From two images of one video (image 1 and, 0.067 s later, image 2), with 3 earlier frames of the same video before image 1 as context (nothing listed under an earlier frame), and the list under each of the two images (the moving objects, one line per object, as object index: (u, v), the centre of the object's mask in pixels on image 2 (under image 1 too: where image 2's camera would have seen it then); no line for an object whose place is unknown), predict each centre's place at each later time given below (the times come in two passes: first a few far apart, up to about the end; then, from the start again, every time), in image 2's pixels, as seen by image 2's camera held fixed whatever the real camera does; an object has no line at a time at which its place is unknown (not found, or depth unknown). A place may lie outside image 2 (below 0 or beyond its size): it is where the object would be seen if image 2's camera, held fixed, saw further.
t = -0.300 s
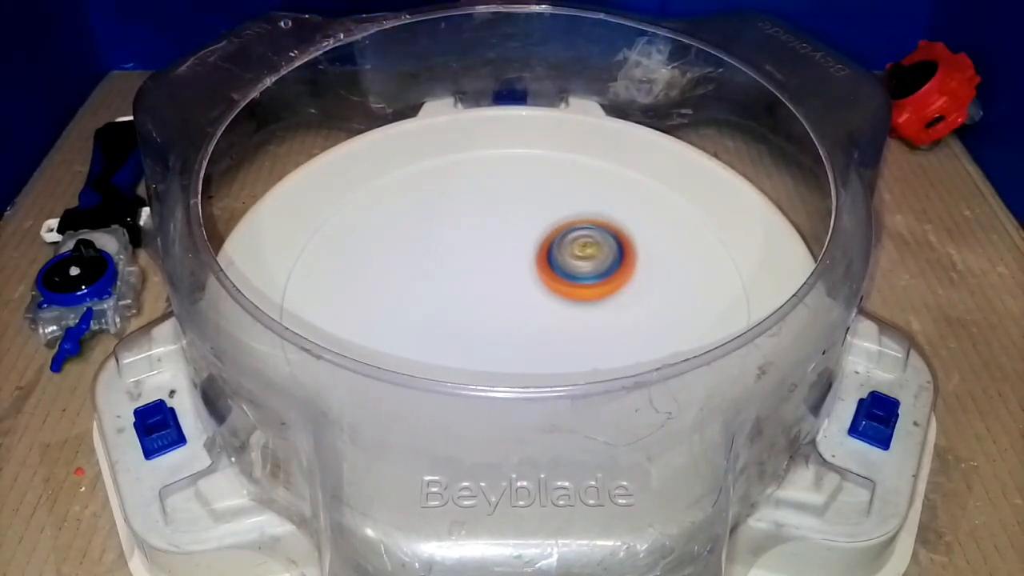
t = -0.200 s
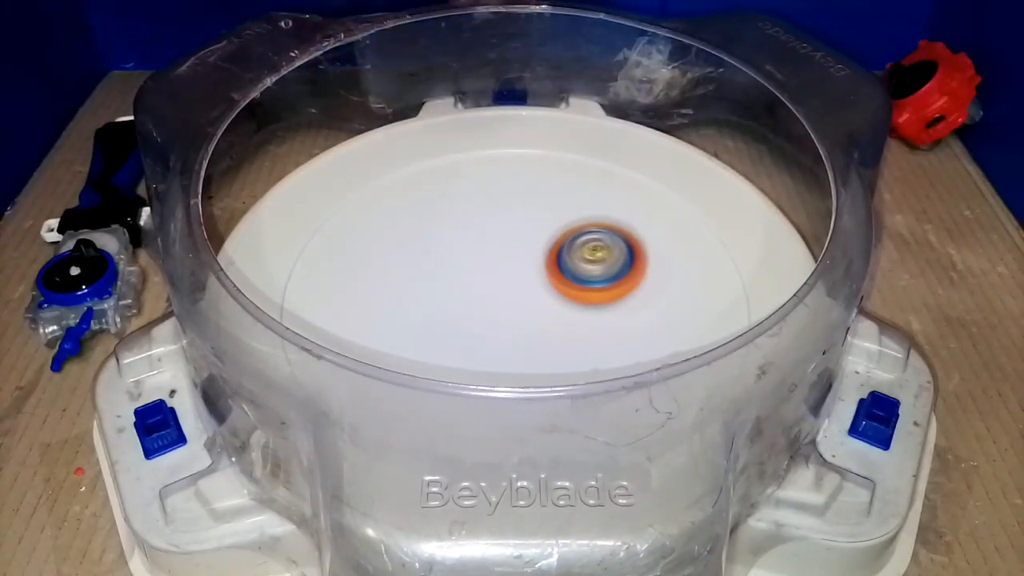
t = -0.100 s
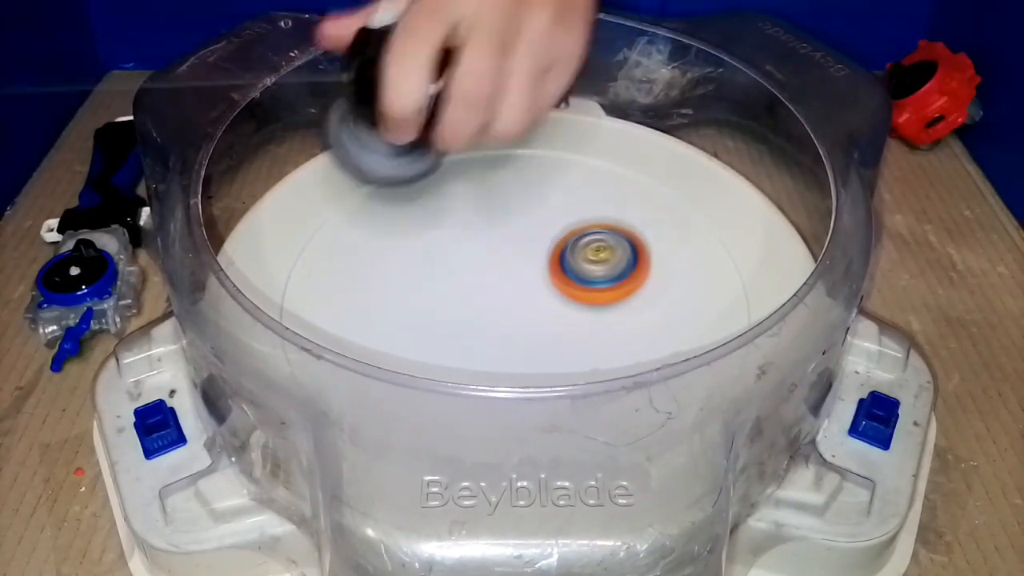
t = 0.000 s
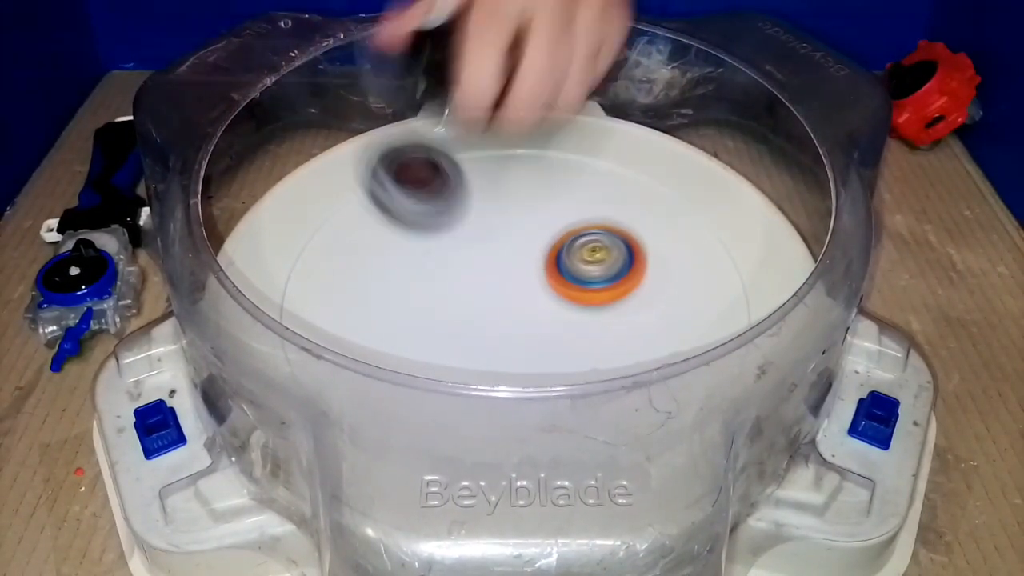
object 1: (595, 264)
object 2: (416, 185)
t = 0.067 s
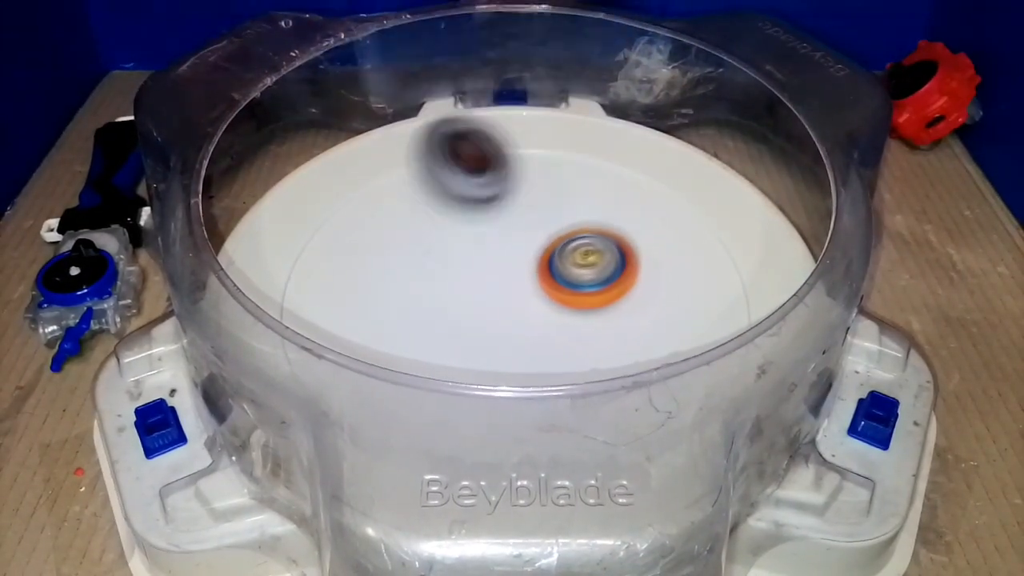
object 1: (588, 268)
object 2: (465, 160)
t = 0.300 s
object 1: (581, 310)
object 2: (626, 206)
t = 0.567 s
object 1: (574, 353)
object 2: (655, 260)
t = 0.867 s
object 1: (639, 362)
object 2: (494, 252)
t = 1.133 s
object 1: (571, 301)
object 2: (477, 249)
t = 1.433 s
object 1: (580, 369)
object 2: (498, 137)
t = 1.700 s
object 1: (608, 345)
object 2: (461, 206)
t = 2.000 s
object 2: (533, 186)
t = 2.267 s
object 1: (608, 391)
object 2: (518, 189)
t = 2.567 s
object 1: (392, 435)
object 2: (578, 146)
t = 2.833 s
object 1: (464, 433)
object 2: (535, 194)
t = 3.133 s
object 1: (464, 349)
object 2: (602, 253)
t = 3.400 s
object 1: (404, 336)
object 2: (666, 184)
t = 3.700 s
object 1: (401, 330)
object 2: (536, 226)
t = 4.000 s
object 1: (310, 320)
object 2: (715, 308)
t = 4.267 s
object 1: (413, 312)
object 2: (741, 253)
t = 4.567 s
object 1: (453, 242)
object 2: (557, 279)
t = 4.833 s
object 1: (446, 204)
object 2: (436, 393)
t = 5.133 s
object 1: (449, 216)
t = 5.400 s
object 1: (508, 239)
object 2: (586, 297)
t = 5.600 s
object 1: (439, 153)
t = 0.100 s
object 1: (583, 271)
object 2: (494, 163)
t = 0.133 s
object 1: (581, 275)
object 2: (521, 179)
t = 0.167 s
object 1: (578, 281)
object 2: (545, 178)
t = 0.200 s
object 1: (577, 288)
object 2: (568, 185)
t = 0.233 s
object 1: (577, 295)
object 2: (591, 189)
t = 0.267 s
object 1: (578, 303)
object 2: (610, 195)
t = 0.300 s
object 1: (581, 310)
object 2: (626, 206)
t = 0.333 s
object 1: (585, 315)
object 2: (638, 211)
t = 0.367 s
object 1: (589, 320)
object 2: (648, 228)
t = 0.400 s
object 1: (594, 324)
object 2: (651, 234)
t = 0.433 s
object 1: (594, 329)
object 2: (655, 249)
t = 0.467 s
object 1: (585, 340)
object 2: (662, 253)
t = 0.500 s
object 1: (579, 346)
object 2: (664, 255)
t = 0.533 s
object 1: (576, 352)
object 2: (662, 258)
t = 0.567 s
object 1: (574, 353)
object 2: (655, 260)
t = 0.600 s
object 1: (574, 357)
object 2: (644, 261)
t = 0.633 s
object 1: (578, 359)
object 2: (629, 263)
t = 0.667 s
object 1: (581, 360)
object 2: (612, 264)
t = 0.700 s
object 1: (588, 360)
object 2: (592, 264)
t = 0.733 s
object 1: (595, 359)
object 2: (572, 262)
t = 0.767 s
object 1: (602, 358)
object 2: (551, 261)
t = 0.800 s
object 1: (612, 356)
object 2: (531, 257)
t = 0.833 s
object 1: (630, 368)
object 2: (512, 255)
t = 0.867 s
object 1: (639, 362)
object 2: (494, 252)
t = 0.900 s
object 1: (641, 345)
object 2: (477, 253)
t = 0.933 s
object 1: (646, 339)
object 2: (465, 250)
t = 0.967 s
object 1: (648, 334)
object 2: (457, 248)
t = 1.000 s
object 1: (643, 326)
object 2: (451, 247)
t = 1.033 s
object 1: (630, 316)
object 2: (450, 246)
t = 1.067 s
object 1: (613, 309)
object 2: (455, 247)
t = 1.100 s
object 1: (593, 303)
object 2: (464, 248)
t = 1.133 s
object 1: (571, 301)
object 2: (477, 249)
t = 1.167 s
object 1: (564, 318)
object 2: (482, 233)
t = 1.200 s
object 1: (560, 339)
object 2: (485, 213)
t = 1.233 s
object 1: (557, 348)
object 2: (491, 196)
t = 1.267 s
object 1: (556, 355)
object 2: (497, 179)
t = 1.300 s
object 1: (558, 361)
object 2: (501, 167)
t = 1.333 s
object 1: (561, 365)
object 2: (504, 156)
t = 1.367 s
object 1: (566, 367)
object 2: (504, 148)
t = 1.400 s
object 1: (572, 368)
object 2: (502, 141)
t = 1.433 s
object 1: (580, 369)
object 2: (498, 137)
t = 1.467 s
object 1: (589, 367)
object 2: (492, 135)
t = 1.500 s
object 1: (597, 366)
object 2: (486, 137)
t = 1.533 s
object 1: (606, 364)
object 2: (481, 142)
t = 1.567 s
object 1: (614, 360)
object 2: (474, 151)
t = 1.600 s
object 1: (618, 356)
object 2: (468, 163)
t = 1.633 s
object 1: (619, 352)
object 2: (463, 176)
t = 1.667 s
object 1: (616, 348)
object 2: (460, 190)
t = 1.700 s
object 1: (608, 345)
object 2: (461, 206)
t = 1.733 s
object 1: (595, 339)
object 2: (465, 222)
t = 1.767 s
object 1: (577, 332)
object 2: (474, 239)
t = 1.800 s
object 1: (559, 327)
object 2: (487, 255)
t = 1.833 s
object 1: (553, 348)
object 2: (495, 247)
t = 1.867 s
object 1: (548, 361)
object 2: (500, 230)
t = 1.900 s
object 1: (545, 370)
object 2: (508, 215)
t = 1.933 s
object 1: (544, 421)
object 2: (517, 204)
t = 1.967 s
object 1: (547, 433)
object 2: (525, 195)
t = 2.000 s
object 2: (533, 186)
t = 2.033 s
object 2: (538, 180)
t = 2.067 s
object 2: (541, 176)
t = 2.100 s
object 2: (541, 173)
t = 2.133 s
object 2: (539, 173)
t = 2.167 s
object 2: (536, 174)
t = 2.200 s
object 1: (607, 409)
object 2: (531, 178)
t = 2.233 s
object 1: (611, 398)
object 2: (525, 183)
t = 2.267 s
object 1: (608, 391)
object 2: (518, 189)
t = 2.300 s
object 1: (598, 374)
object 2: (512, 197)
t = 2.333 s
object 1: (585, 354)
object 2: (508, 206)
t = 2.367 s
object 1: (572, 349)
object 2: (508, 216)
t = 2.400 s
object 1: (555, 342)
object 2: (510, 227)
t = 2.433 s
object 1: (536, 333)
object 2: (515, 240)
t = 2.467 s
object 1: (508, 347)
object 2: (529, 232)
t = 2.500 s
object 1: (470, 380)
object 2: (549, 199)
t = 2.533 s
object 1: (417, 424)
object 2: (567, 169)
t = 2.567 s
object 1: (392, 435)
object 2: (578, 146)
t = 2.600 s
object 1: (374, 448)
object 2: (581, 127)
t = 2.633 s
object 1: (372, 458)
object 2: (579, 128)
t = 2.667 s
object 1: (384, 455)
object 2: (574, 142)
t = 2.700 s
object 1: (397, 452)
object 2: (568, 145)
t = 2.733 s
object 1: (414, 448)
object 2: (562, 157)
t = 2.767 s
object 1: (431, 442)
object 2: (552, 169)
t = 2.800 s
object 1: (449, 438)
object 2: (543, 180)
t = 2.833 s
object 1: (464, 433)
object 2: (535, 194)
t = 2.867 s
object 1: (480, 413)
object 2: (528, 207)
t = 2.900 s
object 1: (495, 406)
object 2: (524, 221)
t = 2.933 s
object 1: (505, 387)
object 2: (522, 235)
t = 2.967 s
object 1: (512, 375)
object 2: (522, 249)
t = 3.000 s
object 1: (515, 356)
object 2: (526, 263)
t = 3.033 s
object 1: (509, 350)
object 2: (537, 267)
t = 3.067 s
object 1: (493, 352)
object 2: (559, 263)
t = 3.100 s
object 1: (477, 351)
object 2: (581, 258)
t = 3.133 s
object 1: (464, 349)
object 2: (602, 253)
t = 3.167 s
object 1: (453, 346)
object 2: (622, 246)
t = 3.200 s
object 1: (442, 344)
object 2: (637, 238)
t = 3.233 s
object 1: (434, 342)
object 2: (651, 229)
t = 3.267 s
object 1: (426, 338)
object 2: (662, 220)
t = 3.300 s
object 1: (420, 337)
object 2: (668, 211)
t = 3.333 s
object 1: (414, 337)
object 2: (671, 201)
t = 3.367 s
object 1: (408, 336)
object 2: (671, 192)
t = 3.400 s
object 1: (404, 336)
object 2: (666, 184)
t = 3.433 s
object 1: (402, 336)
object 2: (658, 177)
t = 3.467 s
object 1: (399, 336)
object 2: (647, 172)
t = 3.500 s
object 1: (399, 336)
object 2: (634, 170)
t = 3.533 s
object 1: (398, 337)
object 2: (618, 172)
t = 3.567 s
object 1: (398, 337)
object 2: (601, 176)
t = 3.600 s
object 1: (399, 336)
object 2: (583, 184)
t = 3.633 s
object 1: (399, 334)
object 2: (567, 195)
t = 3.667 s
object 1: (400, 333)
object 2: (550, 210)
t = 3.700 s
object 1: (401, 330)
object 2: (536, 226)
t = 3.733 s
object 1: (403, 327)
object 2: (523, 246)
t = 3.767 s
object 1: (404, 323)
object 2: (514, 265)
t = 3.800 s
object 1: (401, 320)
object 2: (510, 284)
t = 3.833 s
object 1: (365, 318)
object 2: (545, 300)
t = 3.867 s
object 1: (337, 314)
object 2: (582, 311)
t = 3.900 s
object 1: (320, 310)
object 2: (623, 321)
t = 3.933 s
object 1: (301, 315)
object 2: (658, 321)
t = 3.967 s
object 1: (300, 317)
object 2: (688, 316)
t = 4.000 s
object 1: (310, 320)
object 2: (715, 308)
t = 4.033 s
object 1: (322, 323)
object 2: (734, 298)
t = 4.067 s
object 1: (335, 326)
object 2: (742, 287)
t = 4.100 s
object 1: (353, 325)
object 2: (746, 283)
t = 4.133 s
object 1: (365, 327)
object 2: (749, 276)
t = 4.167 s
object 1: (377, 327)
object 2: (751, 269)
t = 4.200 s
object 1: (389, 325)
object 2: (752, 263)
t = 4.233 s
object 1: (401, 319)
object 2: (750, 258)
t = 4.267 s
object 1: (413, 312)
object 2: (741, 253)
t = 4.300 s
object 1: (422, 304)
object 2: (727, 251)
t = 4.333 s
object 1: (430, 297)
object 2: (712, 248)
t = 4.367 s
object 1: (437, 288)
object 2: (693, 247)
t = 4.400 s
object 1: (442, 279)
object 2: (674, 247)
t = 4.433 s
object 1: (447, 271)
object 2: (653, 250)
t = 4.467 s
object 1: (449, 262)
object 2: (631, 255)
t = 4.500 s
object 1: (451, 255)
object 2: (607, 261)
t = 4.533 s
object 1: (452, 248)
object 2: (582, 269)
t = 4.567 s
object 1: (453, 242)
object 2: (557, 279)
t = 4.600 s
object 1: (454, 235)
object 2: (534, 291)
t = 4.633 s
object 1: (454, 229)
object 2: (511, 303)
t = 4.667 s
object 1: (453, 223)
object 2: (490, 316)
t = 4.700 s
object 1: (452, 218)
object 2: (472, 331)
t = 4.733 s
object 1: (451, 212)
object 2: (459, 342)
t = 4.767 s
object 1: (449, 209)
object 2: (451, 350)
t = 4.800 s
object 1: (448, 206)
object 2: (439, 375)
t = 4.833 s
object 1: (446, 204)
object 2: (436, 393)
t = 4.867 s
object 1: (444, 203)
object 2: (440, 403)
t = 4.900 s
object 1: (443, 202)
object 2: (449, 413)
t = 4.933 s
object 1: (442, 202)
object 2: (460, 431)
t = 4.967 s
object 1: (442, 202)
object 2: (477, 436)
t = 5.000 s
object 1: (441, 204)
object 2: (500, 430)
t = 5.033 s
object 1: (441, 206)
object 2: (523, 429)
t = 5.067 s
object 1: (443, 209)
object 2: (546, 429)
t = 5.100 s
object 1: (445, 212)
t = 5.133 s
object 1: (449, 216)
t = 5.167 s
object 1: (454, 219)
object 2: (610, 408)
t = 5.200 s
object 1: (459, 223)
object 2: (620, 395)
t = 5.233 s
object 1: (467, 226)
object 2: (628, 380)
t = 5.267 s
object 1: (475, 230)
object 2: (629, 362)
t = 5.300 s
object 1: (484, 234)
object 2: (622, 340)
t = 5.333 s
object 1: (493, 237)
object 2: (614, 325)
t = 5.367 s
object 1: (502, 239)
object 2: (599, 307)
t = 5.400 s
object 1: (508, 239)
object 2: (586, 297)
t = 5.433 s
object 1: (493, 188)
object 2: (600, 335)
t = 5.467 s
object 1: (477, 145)
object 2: (617, 377)
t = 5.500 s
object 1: (463, 104)
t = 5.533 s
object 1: (454, 96)
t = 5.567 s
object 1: (447, 118)
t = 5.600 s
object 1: (439, 153)
